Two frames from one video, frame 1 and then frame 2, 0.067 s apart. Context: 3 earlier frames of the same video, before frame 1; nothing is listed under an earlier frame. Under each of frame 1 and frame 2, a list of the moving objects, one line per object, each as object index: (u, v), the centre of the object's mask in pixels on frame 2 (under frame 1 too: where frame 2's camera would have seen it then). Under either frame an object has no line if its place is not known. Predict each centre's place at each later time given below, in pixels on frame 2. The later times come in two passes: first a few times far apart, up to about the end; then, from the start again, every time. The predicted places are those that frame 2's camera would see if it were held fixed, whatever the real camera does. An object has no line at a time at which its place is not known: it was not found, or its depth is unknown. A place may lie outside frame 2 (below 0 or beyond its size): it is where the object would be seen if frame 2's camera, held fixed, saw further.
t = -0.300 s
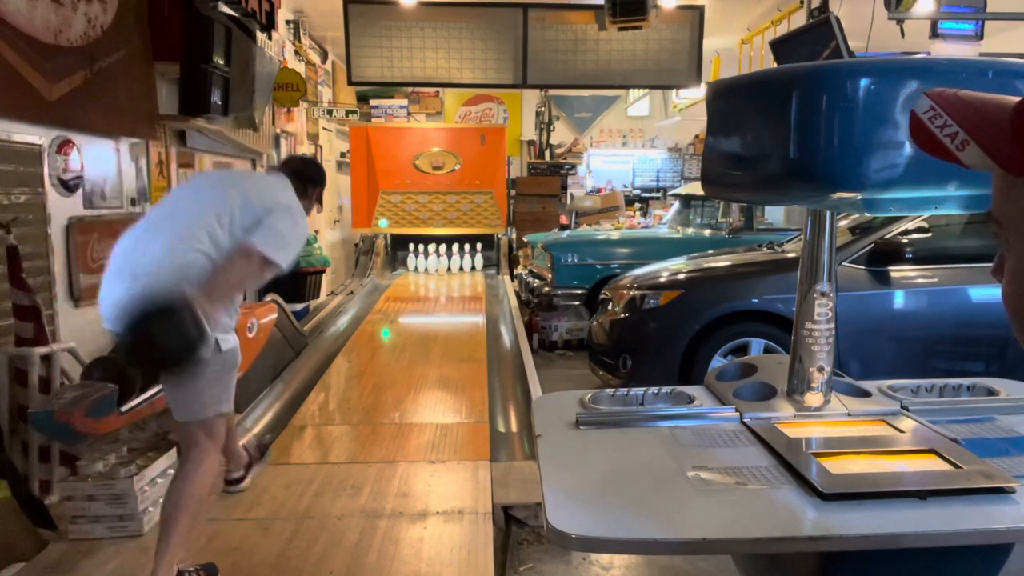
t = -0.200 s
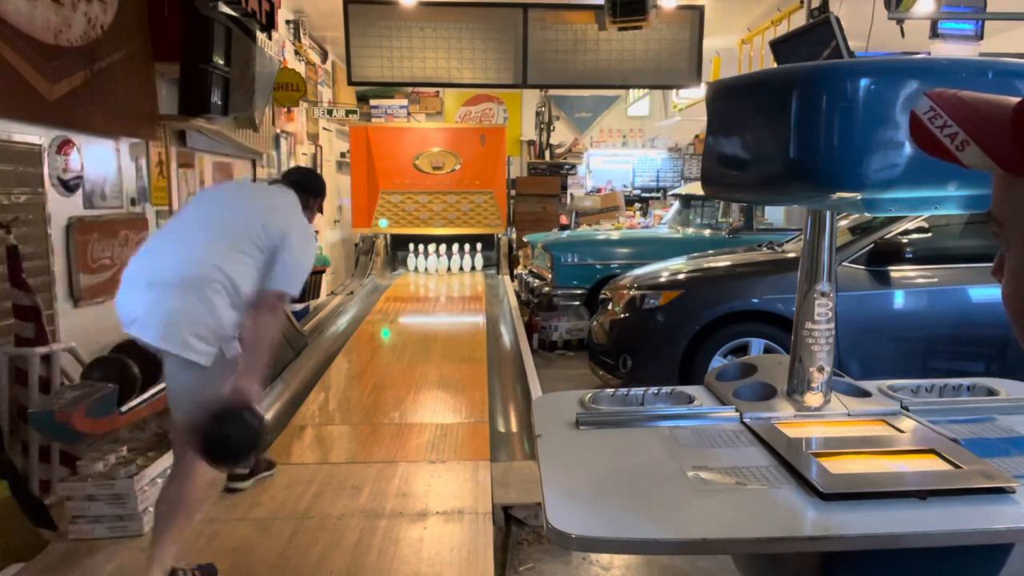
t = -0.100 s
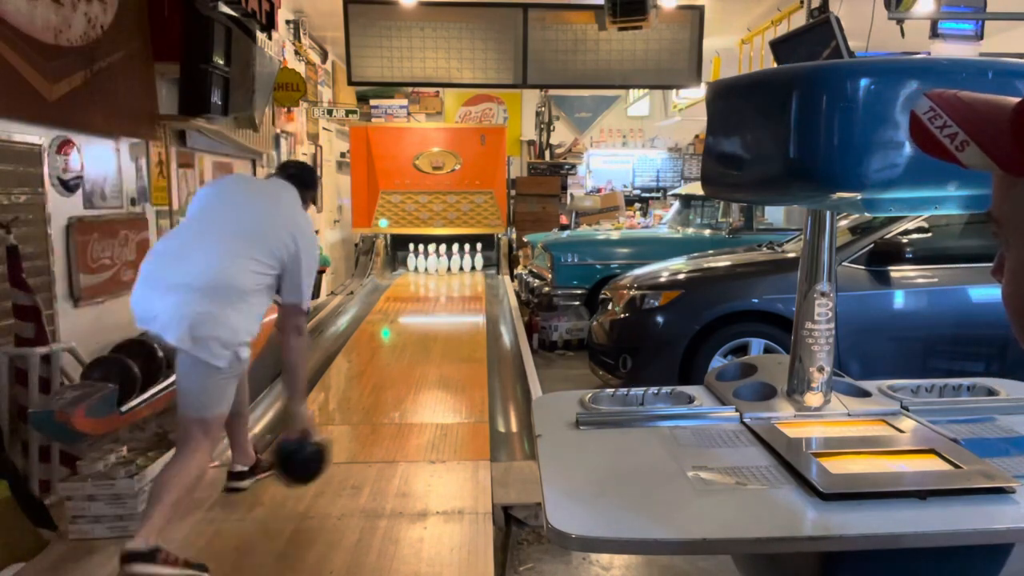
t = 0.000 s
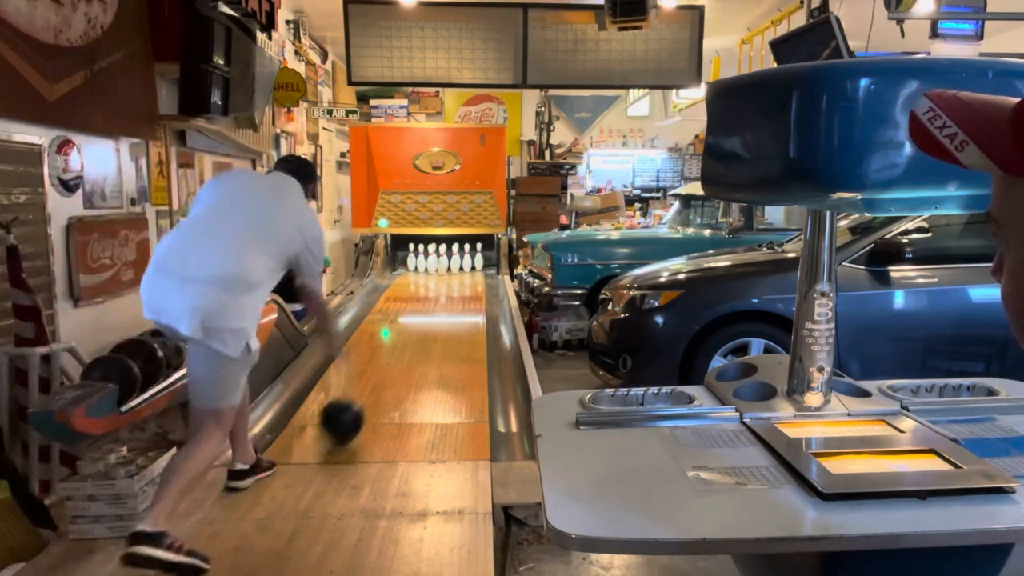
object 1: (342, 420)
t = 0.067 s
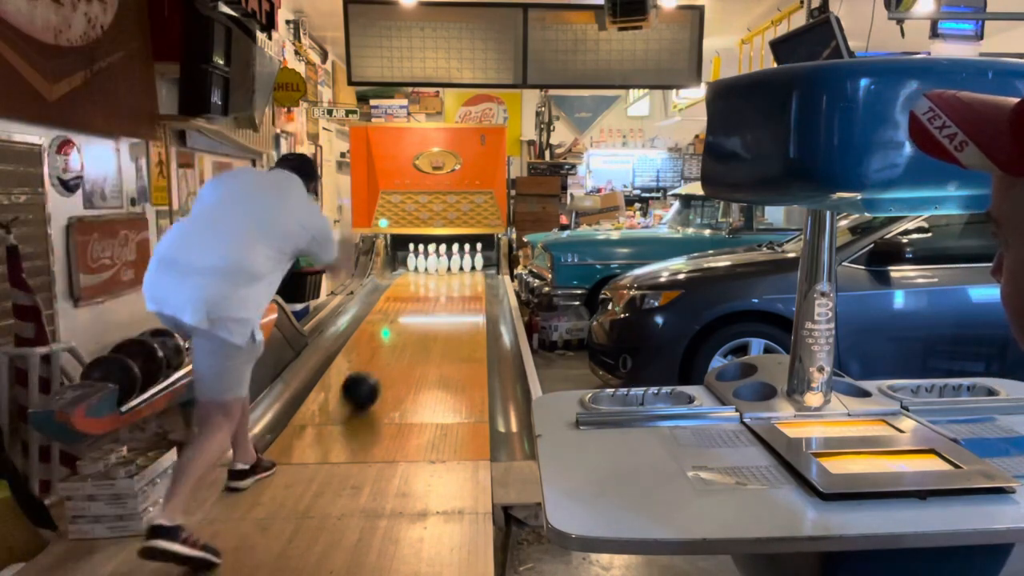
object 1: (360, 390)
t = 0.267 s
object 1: (393, 329)
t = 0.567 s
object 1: (419, 284)
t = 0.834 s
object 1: (428, 267)
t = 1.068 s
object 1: (423, 263)
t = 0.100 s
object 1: (367, 378)
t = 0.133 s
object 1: (373, 366)
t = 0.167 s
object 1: (379, 355)
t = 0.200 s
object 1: (385, 345)
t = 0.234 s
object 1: (389, 337)
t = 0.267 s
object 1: (393, 329)
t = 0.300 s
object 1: (397, 323)
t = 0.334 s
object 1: (400, 316)
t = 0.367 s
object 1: (404, 309)
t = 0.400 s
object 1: (407, 305)
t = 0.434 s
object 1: (410, 300)
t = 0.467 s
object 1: (412, 295)
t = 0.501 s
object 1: (415, 291)
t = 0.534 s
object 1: (417, 288)
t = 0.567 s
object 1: (419, 284)
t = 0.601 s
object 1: (421, 282)
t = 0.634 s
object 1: (423, 279)
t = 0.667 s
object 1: (425, 276)
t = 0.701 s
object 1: (427, 274)
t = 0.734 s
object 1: (428, 272)
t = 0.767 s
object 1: (429, 270)
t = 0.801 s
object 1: (430, 268)
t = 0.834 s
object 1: (428, 267)
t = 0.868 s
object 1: (427, 267)
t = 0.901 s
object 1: (424, 266)
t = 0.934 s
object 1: (424, 265)
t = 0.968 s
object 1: (423, 265)
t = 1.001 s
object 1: (418, 265)
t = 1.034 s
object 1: (423, 265)
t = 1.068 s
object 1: (423, 263)
